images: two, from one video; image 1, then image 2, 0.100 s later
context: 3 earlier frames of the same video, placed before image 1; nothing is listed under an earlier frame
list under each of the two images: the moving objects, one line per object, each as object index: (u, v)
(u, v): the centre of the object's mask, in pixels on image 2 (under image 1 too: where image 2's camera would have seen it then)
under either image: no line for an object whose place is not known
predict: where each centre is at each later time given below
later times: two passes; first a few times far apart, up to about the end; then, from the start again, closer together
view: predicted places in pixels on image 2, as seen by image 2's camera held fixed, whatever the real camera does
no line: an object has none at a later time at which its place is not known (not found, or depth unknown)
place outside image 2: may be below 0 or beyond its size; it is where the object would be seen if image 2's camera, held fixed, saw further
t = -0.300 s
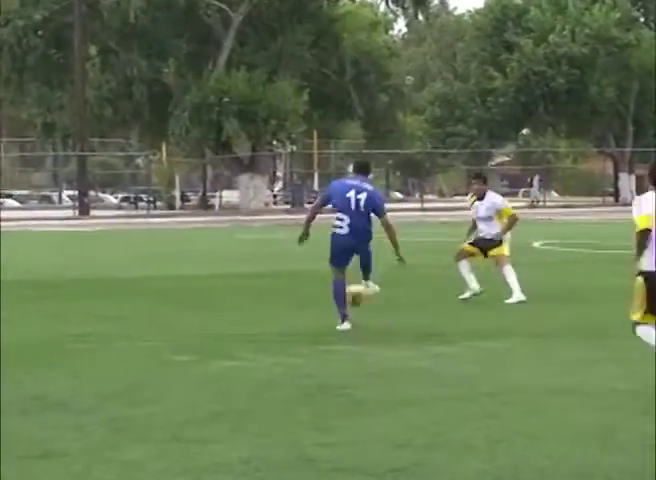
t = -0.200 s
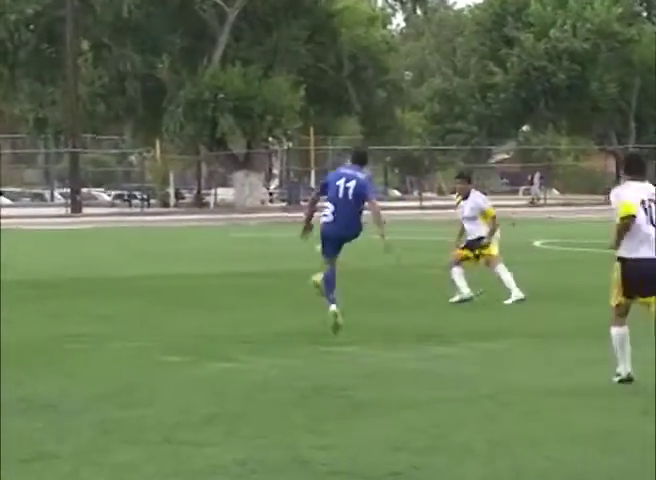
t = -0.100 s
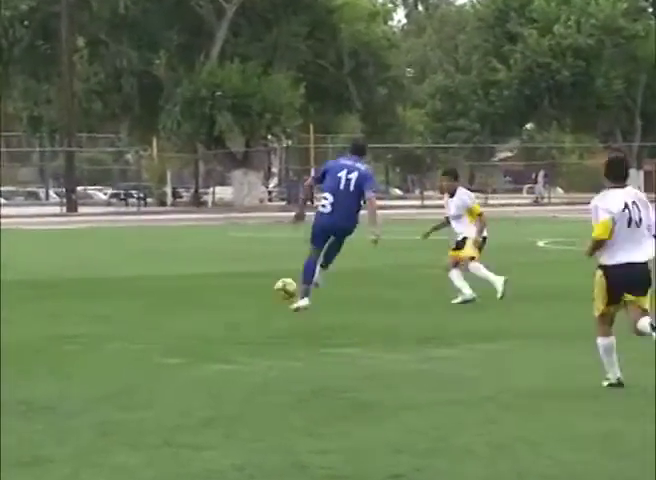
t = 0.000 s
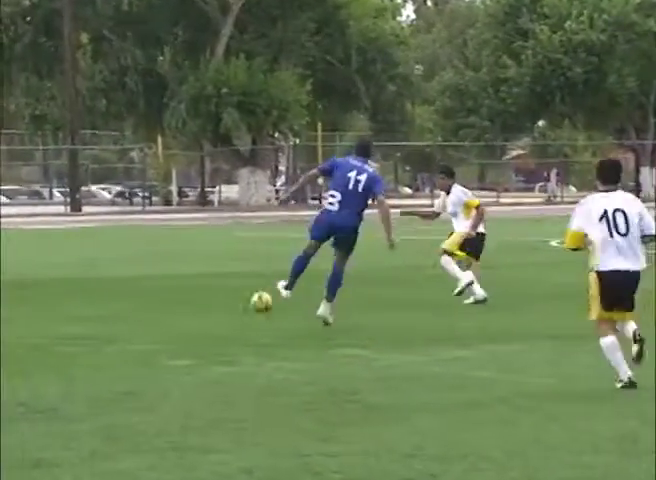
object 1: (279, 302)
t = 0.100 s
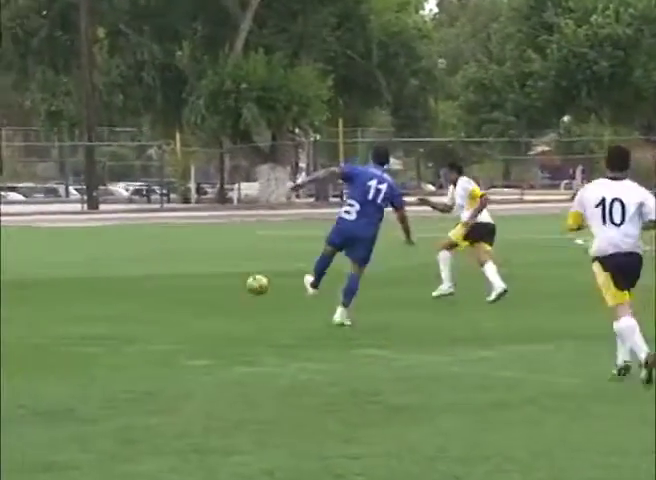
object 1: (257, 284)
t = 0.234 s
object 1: (229, 279)
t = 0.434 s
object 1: (193, 278)
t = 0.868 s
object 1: (125, 272)
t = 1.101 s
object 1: (85, 269)
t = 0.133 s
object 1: (249, 281)
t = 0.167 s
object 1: (243, 281)
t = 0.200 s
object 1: (235, 279)
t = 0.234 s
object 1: (229, 279)
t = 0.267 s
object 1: (223, 281)
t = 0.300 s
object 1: (216, 283)
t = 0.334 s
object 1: (209, 285)
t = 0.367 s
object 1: (204, 288)
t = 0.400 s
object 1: (198, 281)
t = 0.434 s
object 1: (193, 278)
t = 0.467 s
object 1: (187, 276)
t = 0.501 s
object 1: (181, 274)
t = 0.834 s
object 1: (129, 270)
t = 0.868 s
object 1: (125, 272)
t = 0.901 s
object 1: (119, 273)
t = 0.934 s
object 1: (112, 272)
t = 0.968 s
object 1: (105, 270)
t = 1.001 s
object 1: (100, 267)
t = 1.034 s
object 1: (96, 267)
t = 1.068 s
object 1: (90, 268)
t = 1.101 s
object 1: (85, 269)
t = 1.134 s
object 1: (82, 270)
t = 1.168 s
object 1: (73, 271)
